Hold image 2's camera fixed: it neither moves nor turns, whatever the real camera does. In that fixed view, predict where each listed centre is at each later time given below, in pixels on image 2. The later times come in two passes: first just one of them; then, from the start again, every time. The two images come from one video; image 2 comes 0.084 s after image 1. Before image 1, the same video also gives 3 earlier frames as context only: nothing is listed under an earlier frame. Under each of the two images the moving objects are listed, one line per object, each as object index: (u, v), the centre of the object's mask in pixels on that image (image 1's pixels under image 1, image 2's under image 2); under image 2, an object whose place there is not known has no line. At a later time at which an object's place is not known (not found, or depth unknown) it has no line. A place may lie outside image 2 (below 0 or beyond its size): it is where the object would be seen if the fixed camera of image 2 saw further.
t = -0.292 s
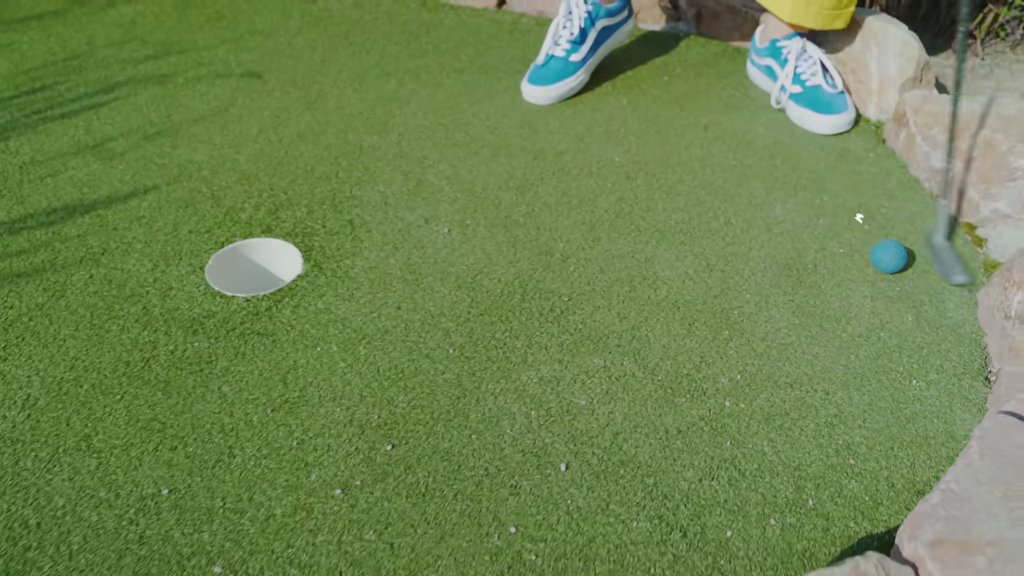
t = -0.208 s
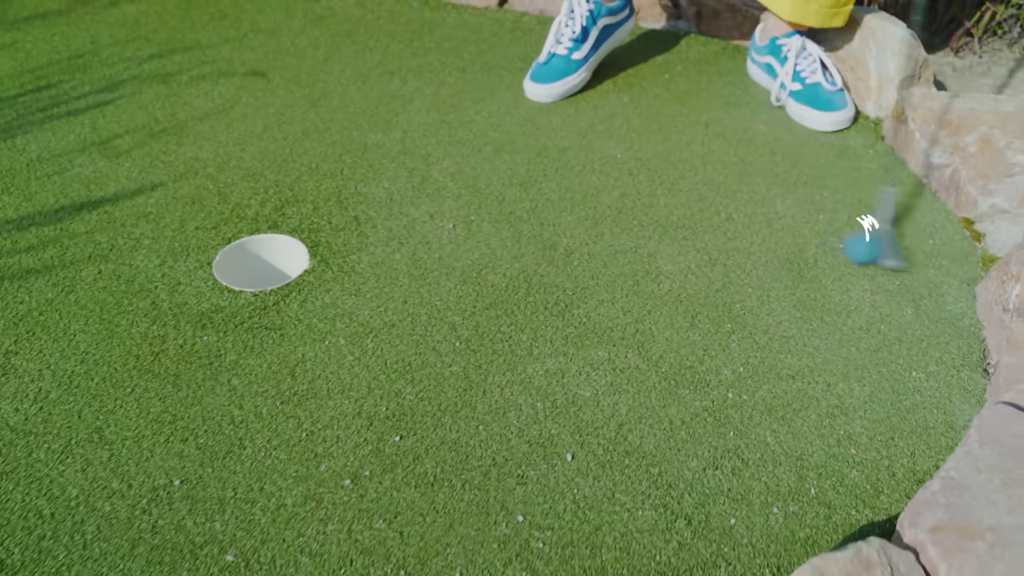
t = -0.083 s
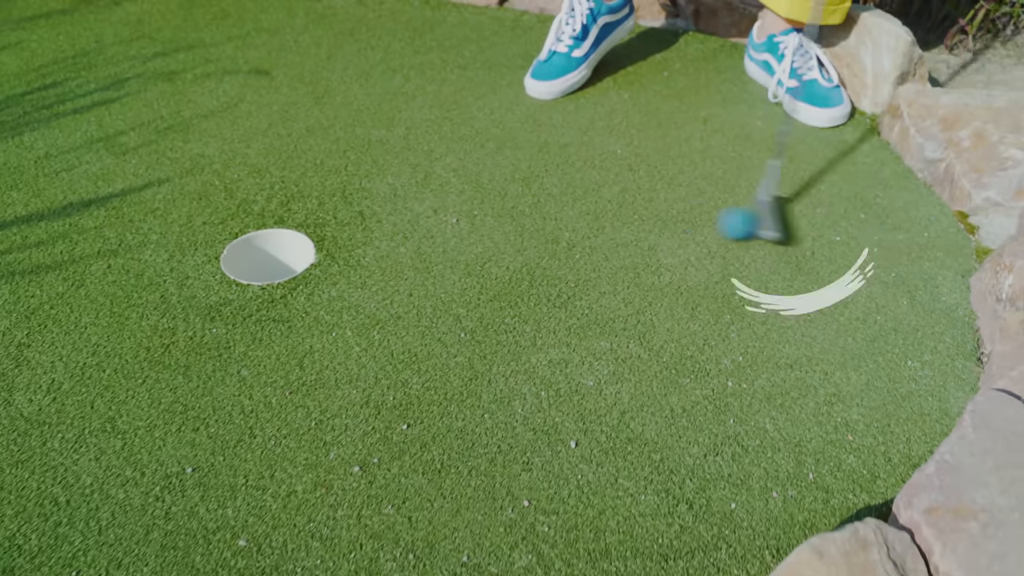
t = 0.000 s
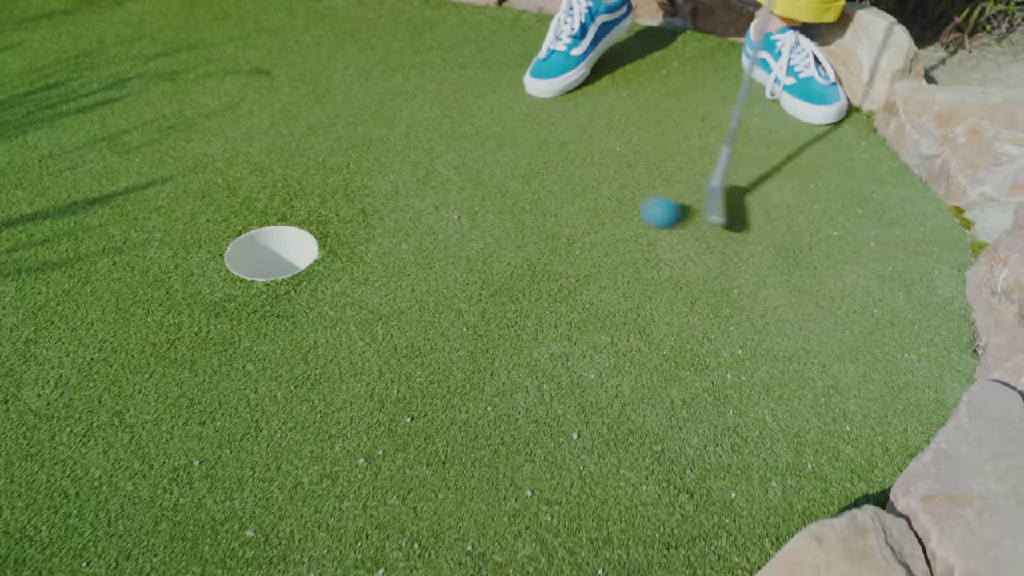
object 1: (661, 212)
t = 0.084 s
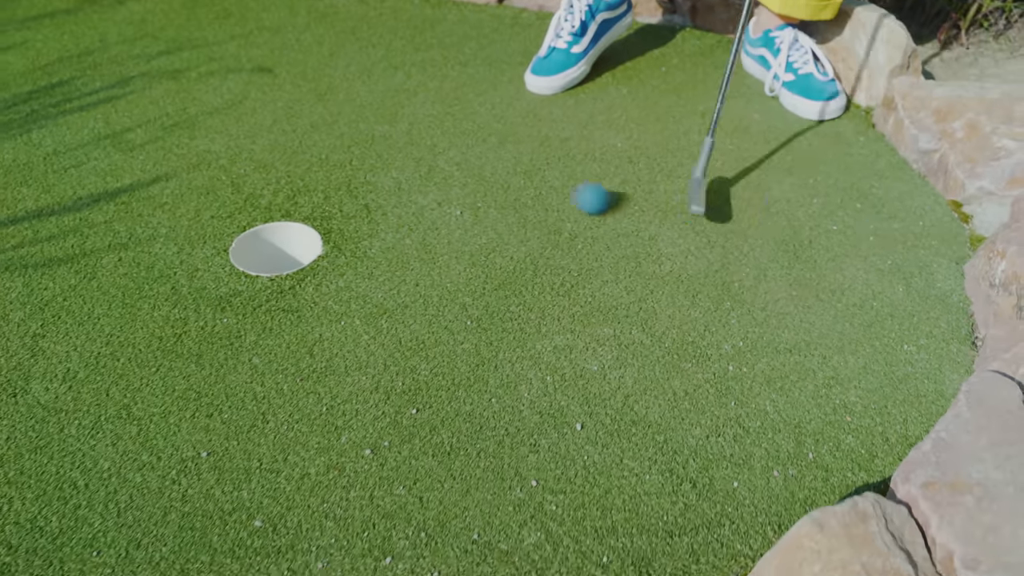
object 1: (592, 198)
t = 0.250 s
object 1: (460, 187)
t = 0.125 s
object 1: (558, 196)
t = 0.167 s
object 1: (524, 194)
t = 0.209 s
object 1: (492, 190)
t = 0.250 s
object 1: (460, 187)
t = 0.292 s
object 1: (430, 185)
